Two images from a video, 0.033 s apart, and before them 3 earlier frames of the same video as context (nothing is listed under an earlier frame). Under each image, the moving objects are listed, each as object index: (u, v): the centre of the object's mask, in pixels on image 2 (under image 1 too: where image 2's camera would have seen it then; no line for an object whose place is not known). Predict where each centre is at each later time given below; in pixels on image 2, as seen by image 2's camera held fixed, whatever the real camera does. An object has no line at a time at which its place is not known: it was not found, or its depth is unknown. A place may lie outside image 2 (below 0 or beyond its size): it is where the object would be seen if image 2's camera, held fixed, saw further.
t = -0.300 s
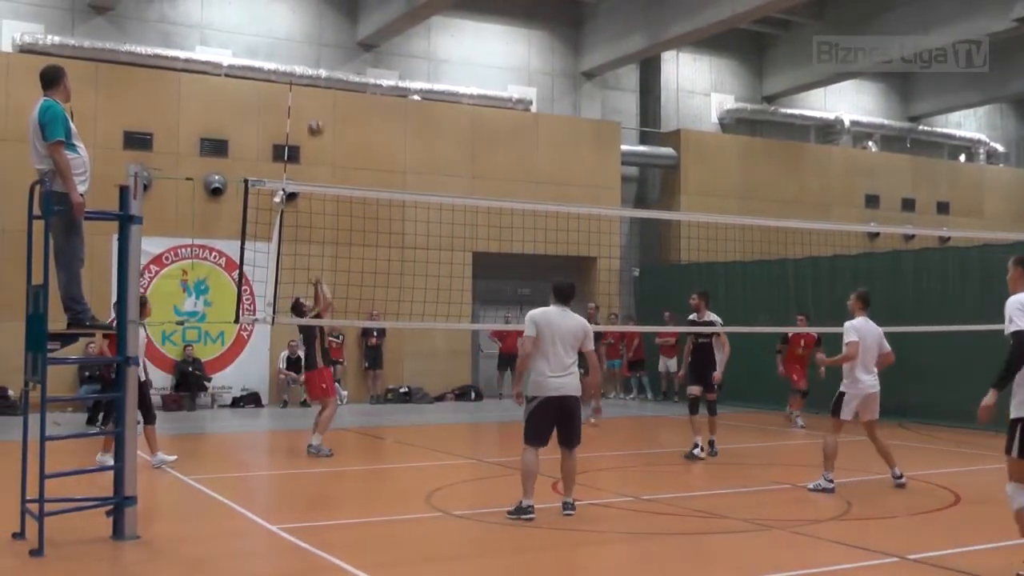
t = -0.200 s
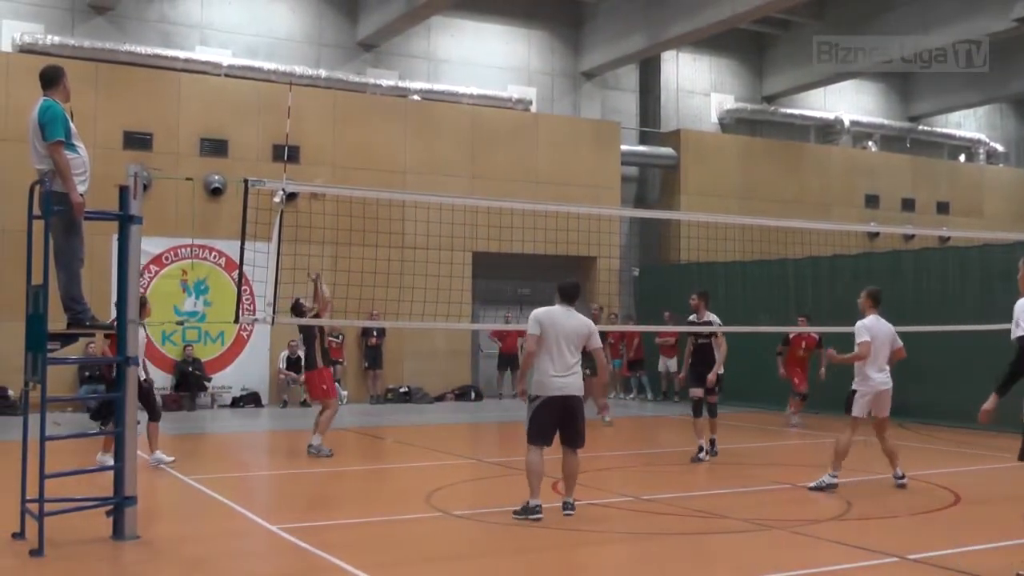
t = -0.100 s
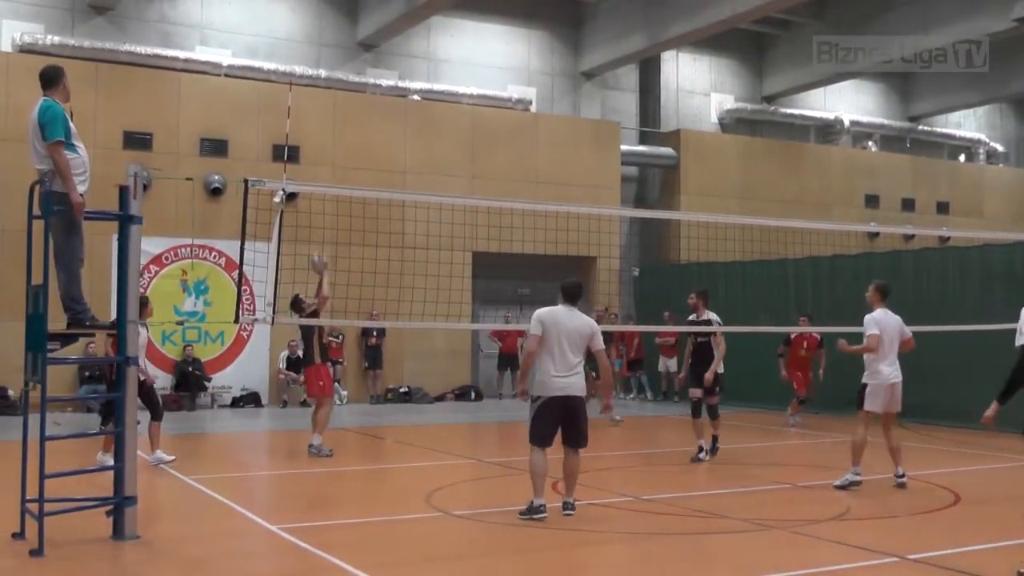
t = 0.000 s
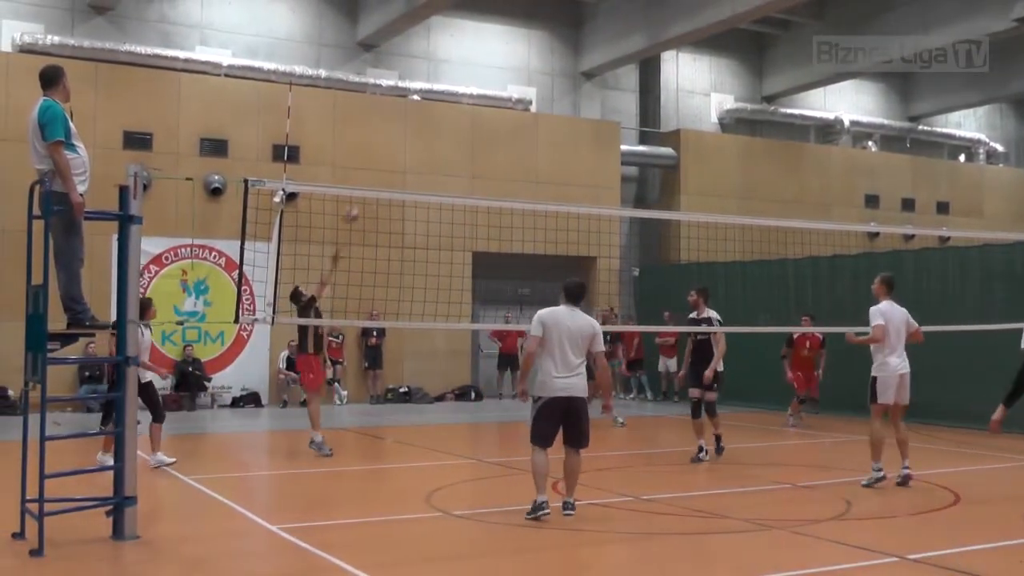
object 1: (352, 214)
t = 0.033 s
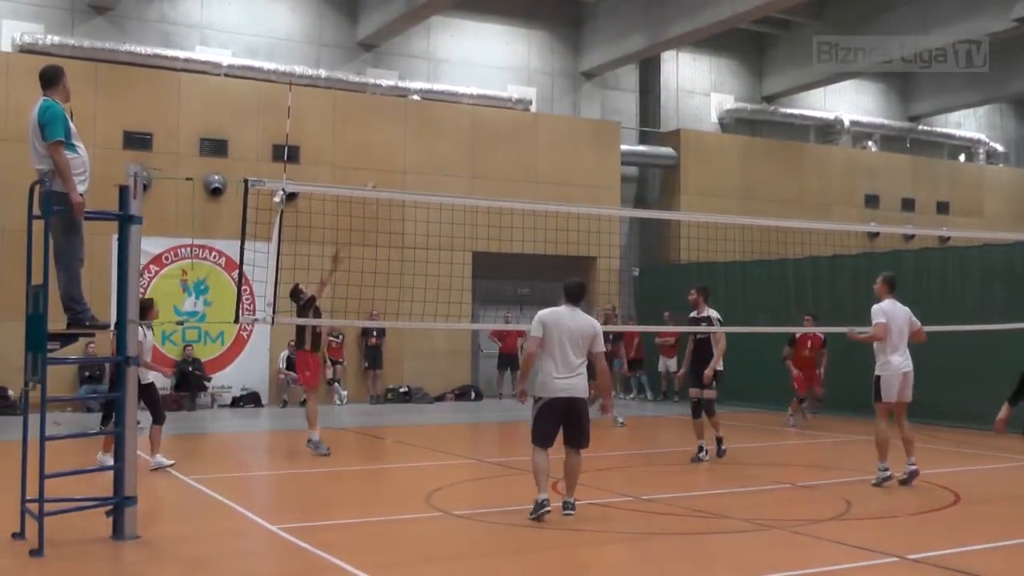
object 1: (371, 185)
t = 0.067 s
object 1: (376, 176)
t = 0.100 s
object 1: (392, 152)
